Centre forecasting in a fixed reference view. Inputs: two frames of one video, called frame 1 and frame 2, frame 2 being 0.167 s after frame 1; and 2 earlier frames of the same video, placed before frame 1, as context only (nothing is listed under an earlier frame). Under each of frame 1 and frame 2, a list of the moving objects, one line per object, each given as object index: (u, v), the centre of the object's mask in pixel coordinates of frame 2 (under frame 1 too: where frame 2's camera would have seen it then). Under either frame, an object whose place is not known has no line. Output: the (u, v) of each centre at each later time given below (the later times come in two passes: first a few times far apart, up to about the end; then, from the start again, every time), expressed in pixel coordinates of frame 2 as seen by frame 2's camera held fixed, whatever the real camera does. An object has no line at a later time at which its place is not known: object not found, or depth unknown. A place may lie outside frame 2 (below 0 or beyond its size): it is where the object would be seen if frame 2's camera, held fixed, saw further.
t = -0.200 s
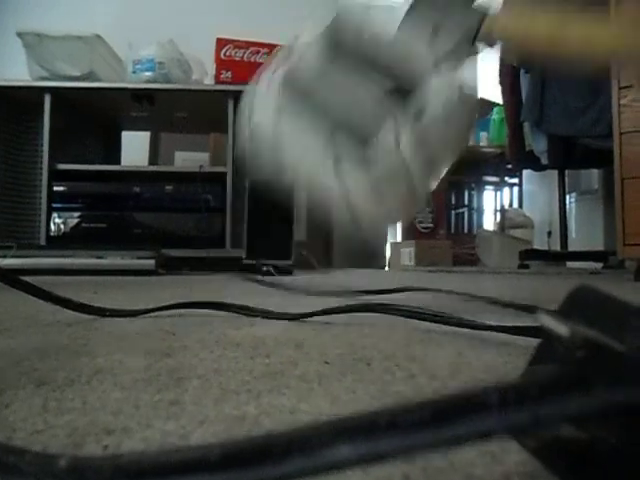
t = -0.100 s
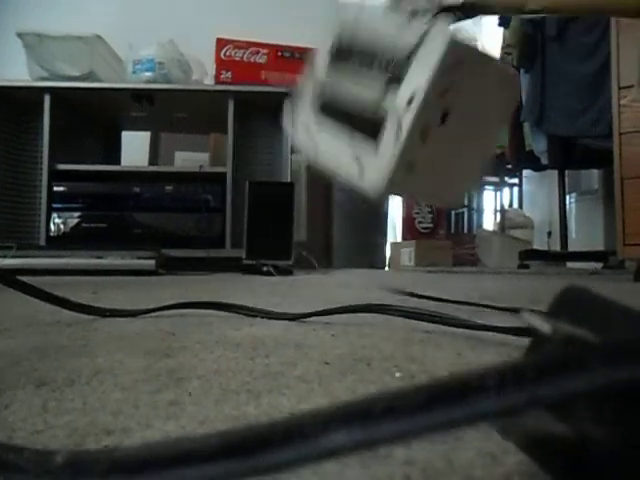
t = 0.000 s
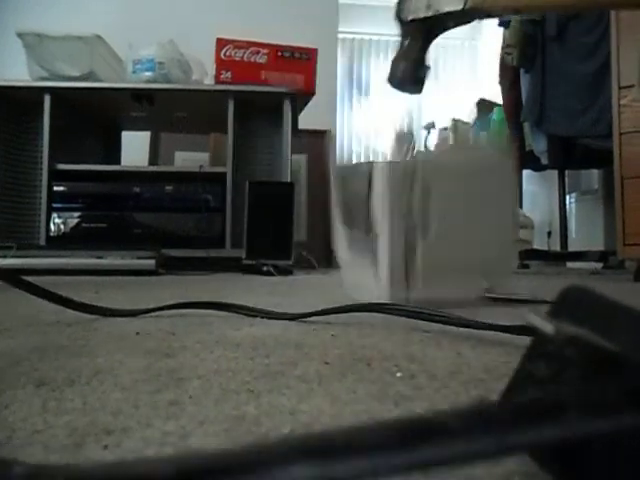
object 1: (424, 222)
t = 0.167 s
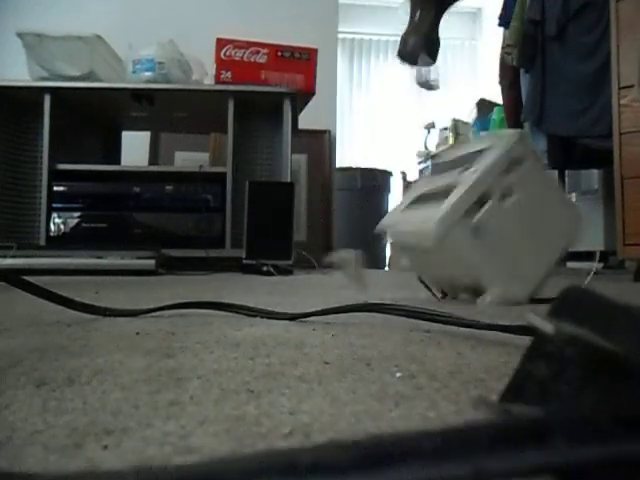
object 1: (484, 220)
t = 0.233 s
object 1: (509, 228)
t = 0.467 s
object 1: (559, 224)
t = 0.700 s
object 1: (525, 233)
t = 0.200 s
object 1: (499, 220)
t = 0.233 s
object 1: (509, 228)
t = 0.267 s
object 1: (521, 232)
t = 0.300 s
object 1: (530, 233)
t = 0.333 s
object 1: (542, 229)
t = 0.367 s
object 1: (556, 223)
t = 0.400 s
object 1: (559, 223)
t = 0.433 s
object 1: (560, 224)
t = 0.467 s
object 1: (559, 224)
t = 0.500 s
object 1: (559, 224)
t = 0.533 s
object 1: (558, 225)
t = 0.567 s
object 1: (555, 227)
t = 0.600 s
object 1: (548, 227)
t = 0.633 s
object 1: (538, 231)
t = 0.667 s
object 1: (531, 233)
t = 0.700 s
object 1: (525, 233)
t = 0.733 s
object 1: (522, 232)
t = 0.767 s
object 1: (521, 233)
